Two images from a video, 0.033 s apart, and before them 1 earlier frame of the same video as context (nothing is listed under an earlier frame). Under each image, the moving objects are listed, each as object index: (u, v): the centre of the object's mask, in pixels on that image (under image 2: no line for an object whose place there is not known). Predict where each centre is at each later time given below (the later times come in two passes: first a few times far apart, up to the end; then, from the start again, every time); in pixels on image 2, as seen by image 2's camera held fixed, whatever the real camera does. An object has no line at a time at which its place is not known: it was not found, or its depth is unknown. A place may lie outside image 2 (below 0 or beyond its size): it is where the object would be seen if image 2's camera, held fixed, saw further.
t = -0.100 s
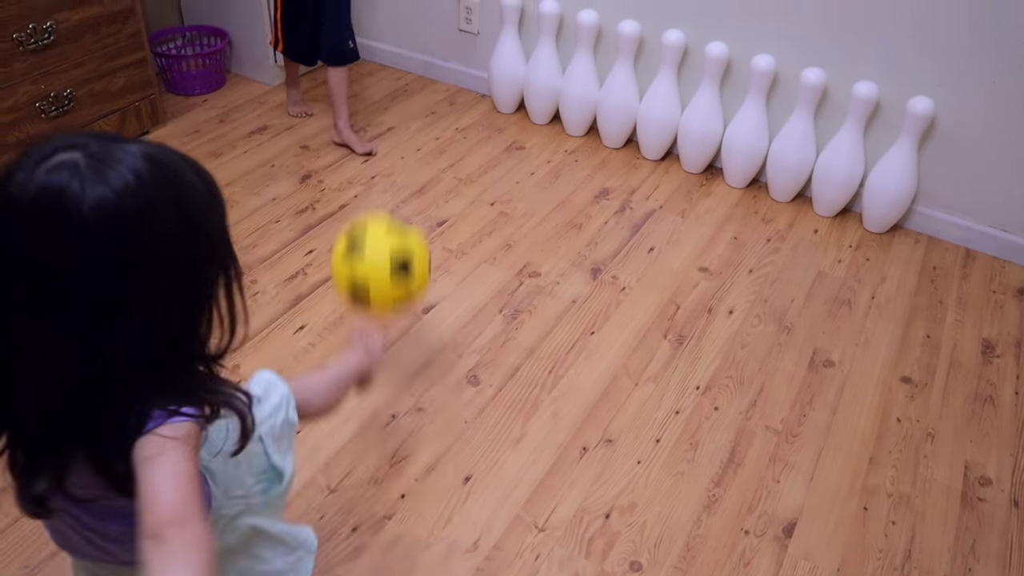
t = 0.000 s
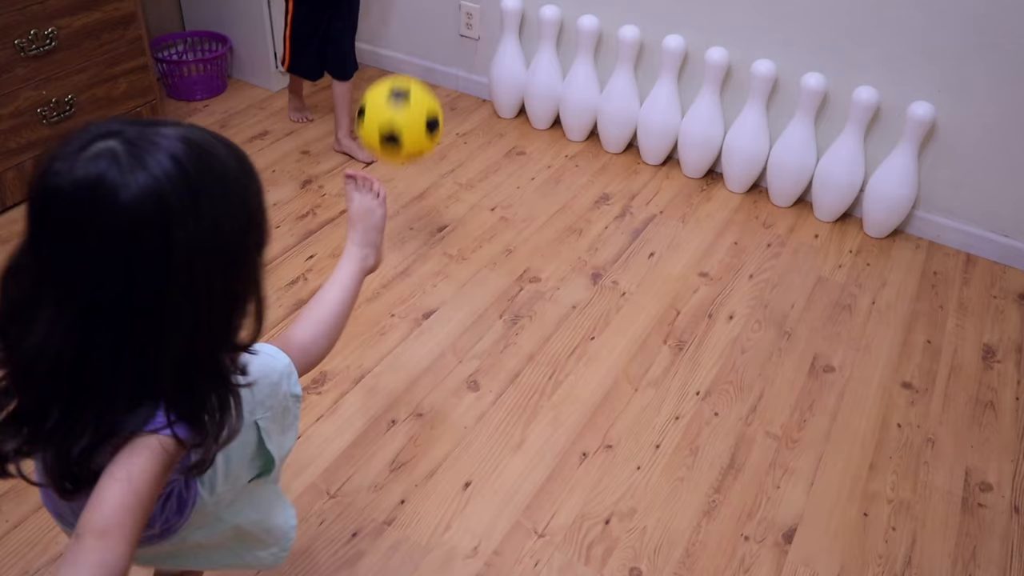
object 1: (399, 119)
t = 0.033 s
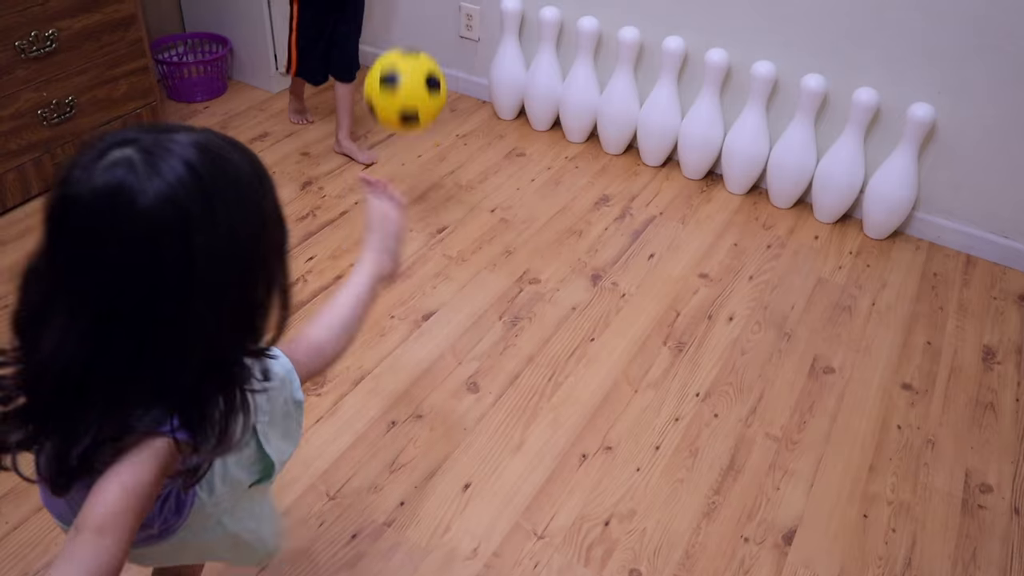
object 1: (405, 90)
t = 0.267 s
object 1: (435, 30)
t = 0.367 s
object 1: (409, 59)
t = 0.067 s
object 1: (410, 65)
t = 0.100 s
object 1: (415, 47)
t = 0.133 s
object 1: (420, 35)
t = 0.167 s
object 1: (424, 28)
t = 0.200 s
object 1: (428, 25)
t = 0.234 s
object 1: (431, 26)
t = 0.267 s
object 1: (435, 30)
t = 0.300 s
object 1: (437, 37)
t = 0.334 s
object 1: (435, 45)
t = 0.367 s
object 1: (409, 59)
